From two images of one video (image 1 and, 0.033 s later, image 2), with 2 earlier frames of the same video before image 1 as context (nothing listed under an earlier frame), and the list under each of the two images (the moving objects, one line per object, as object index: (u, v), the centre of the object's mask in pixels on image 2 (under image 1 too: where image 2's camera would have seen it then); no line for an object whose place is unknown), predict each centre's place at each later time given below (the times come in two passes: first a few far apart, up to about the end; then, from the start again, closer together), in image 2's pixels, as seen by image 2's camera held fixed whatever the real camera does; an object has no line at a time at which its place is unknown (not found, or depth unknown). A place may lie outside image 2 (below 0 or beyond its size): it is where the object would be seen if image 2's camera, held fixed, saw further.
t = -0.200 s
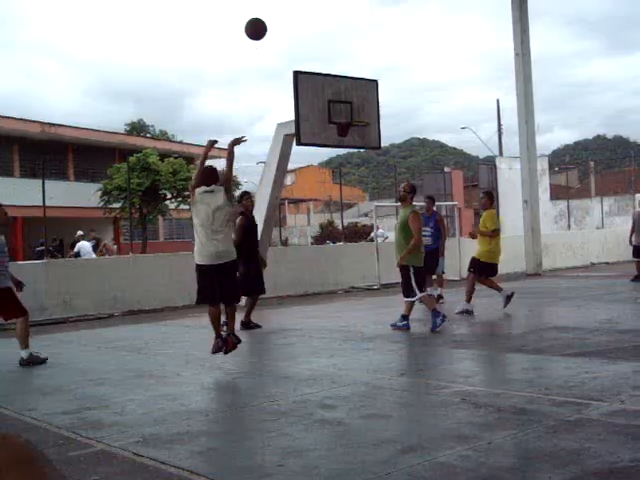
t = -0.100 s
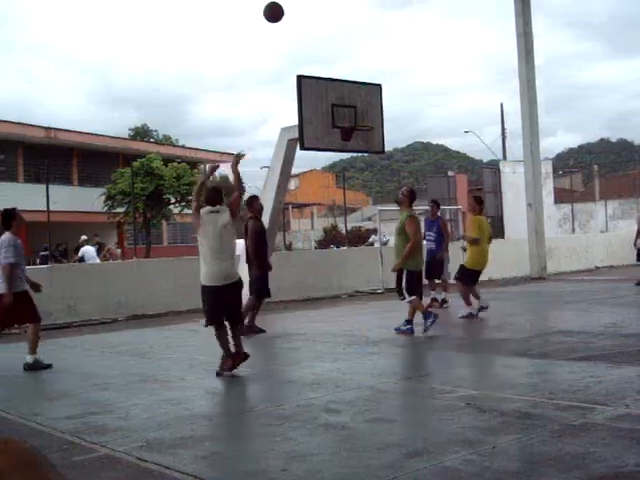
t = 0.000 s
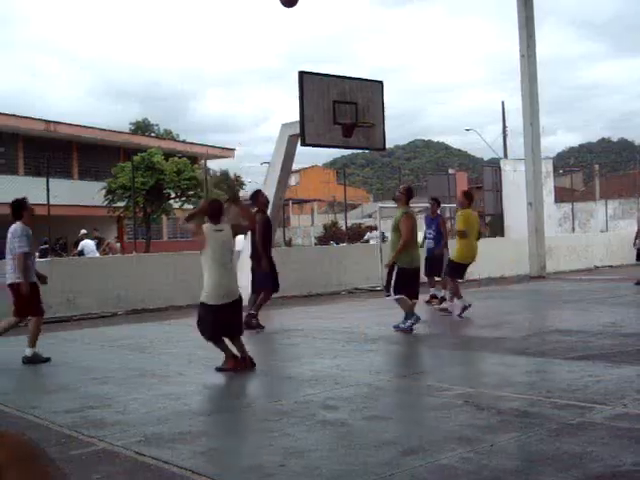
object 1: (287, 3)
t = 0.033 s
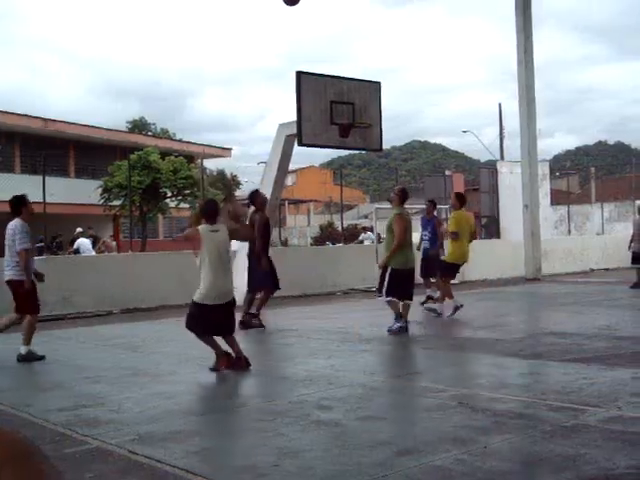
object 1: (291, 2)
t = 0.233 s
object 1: (314, 5)
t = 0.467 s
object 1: (336, 47)
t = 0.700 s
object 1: (355, 114)
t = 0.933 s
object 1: (363, 161)
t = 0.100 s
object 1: (299, 2)
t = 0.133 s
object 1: (303, 2)
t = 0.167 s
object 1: (307, 2)
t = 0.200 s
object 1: (310, 3)
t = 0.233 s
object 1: (314, 5)
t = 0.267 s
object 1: (317, 10)
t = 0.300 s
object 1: (320, 14)
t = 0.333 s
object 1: (324, 20)
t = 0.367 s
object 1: (327, 26)
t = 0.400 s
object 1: (330, 32)
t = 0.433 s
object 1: (333, 40)
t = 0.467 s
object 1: (336, 47)
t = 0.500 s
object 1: (339, 55)
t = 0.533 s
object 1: (342, 64)
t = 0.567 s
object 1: (345, 73)
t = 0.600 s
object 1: (348, 83)
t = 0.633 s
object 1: (350, 93)
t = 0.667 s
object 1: (353, 103)
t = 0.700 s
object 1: (355, 114)
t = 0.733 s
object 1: (357, 121)
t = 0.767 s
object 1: (360, 129)
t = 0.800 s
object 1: (360, 134)
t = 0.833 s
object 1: (360, 139)
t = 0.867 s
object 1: (362, 146)
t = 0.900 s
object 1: (362, 154)
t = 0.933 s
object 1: (363, 161)
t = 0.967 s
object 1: (364, 170)
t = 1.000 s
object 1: (365, 180)
